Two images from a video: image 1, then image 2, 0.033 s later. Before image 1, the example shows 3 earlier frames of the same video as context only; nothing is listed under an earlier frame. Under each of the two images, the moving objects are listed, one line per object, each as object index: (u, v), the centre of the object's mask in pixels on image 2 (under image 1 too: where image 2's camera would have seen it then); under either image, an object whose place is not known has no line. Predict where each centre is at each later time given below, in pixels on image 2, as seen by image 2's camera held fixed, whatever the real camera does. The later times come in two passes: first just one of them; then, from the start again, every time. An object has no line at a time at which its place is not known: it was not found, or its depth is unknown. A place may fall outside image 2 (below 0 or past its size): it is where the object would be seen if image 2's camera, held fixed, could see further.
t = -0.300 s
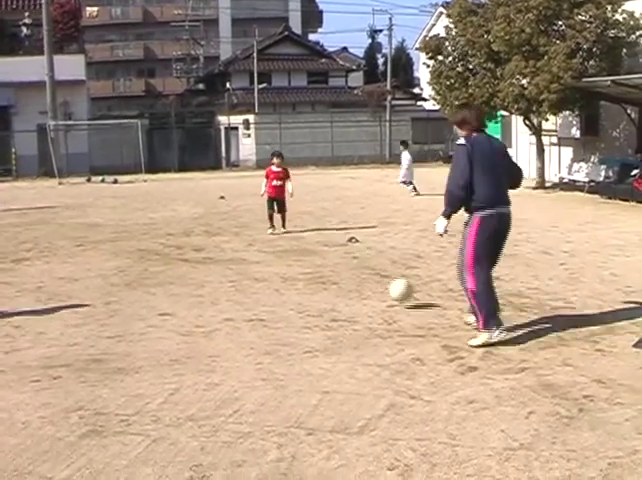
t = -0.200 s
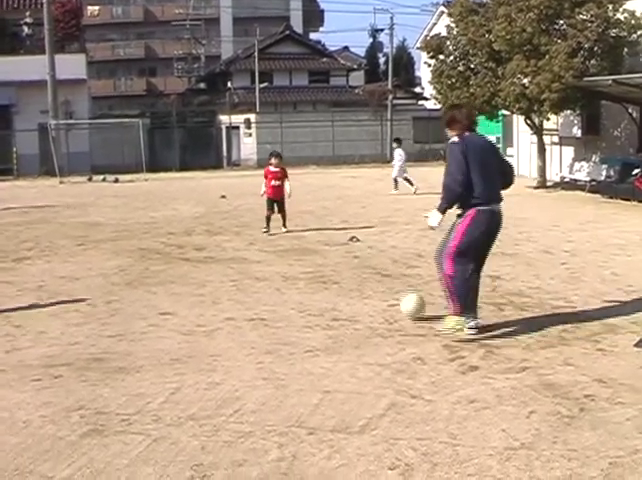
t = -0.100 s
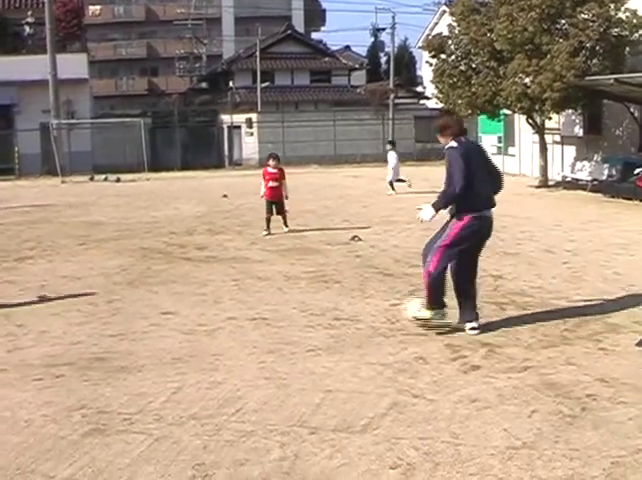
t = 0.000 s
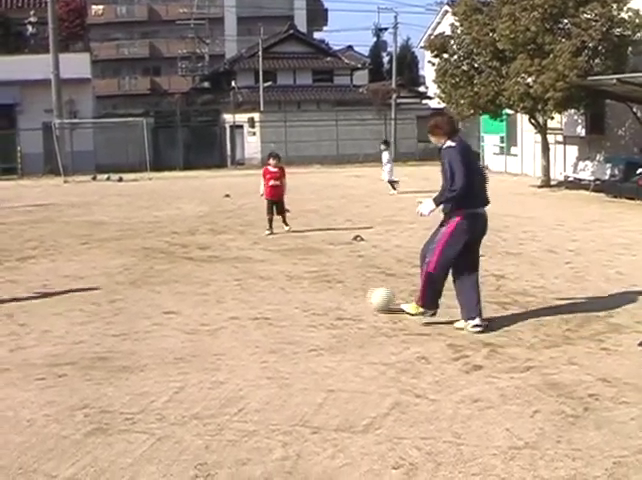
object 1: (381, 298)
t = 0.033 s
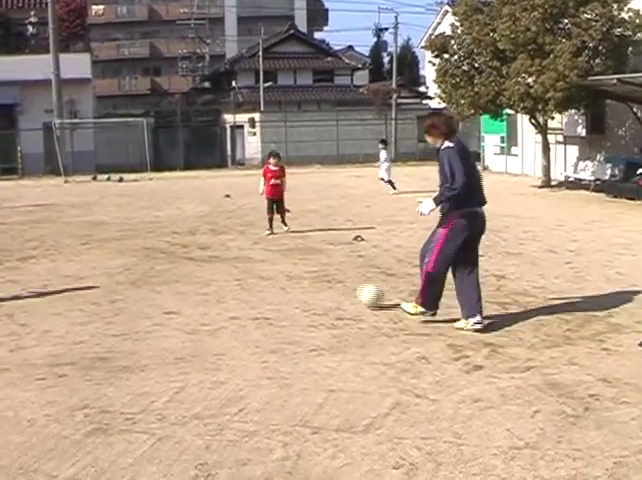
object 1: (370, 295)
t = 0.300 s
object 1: (308, 267)
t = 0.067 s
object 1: (361, 290)
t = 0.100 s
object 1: (353, 286)
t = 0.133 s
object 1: (344, 282)
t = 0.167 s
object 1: (336, 281)
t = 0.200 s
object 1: (328, 279)
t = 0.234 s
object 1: (322, 275)
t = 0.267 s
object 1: (315, 271)
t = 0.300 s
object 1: (308, 267)
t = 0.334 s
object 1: (303, 266)
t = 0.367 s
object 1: (297, 265)
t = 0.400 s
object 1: (291, 266)
